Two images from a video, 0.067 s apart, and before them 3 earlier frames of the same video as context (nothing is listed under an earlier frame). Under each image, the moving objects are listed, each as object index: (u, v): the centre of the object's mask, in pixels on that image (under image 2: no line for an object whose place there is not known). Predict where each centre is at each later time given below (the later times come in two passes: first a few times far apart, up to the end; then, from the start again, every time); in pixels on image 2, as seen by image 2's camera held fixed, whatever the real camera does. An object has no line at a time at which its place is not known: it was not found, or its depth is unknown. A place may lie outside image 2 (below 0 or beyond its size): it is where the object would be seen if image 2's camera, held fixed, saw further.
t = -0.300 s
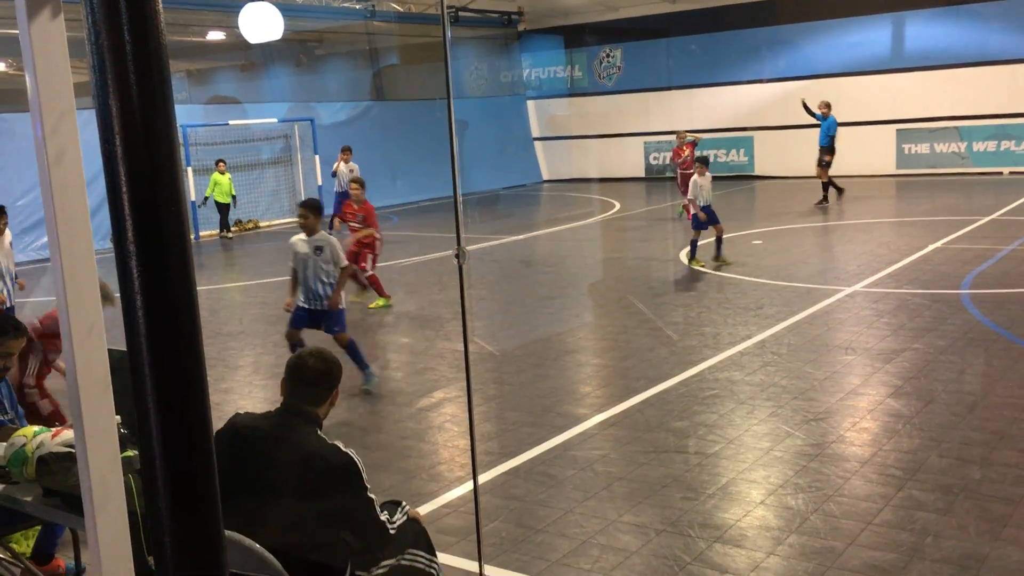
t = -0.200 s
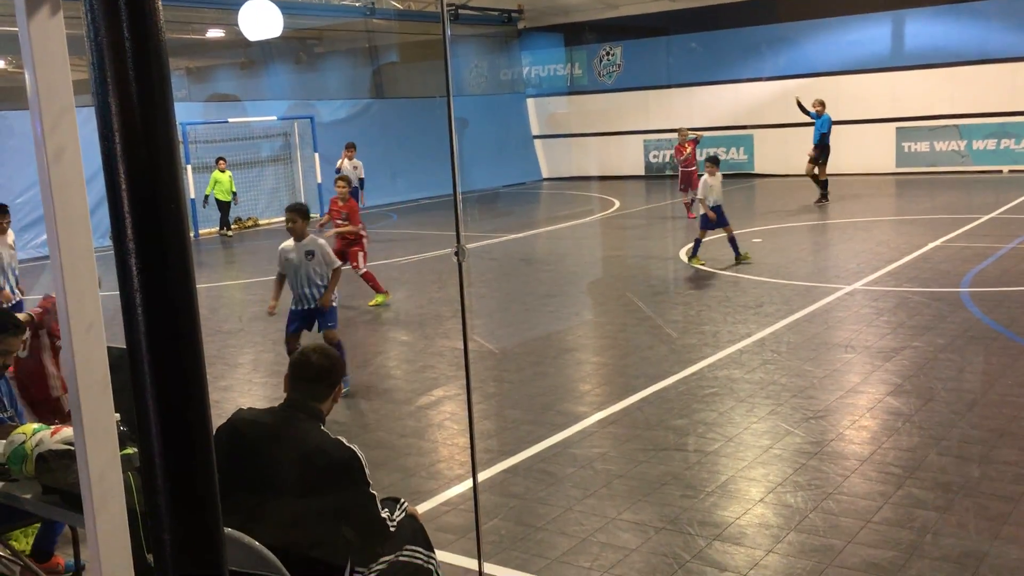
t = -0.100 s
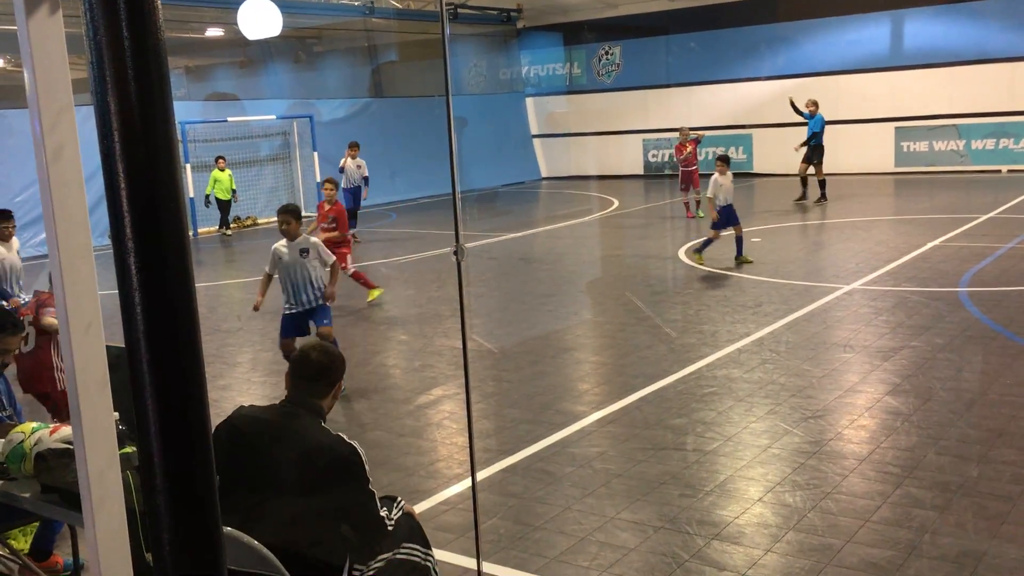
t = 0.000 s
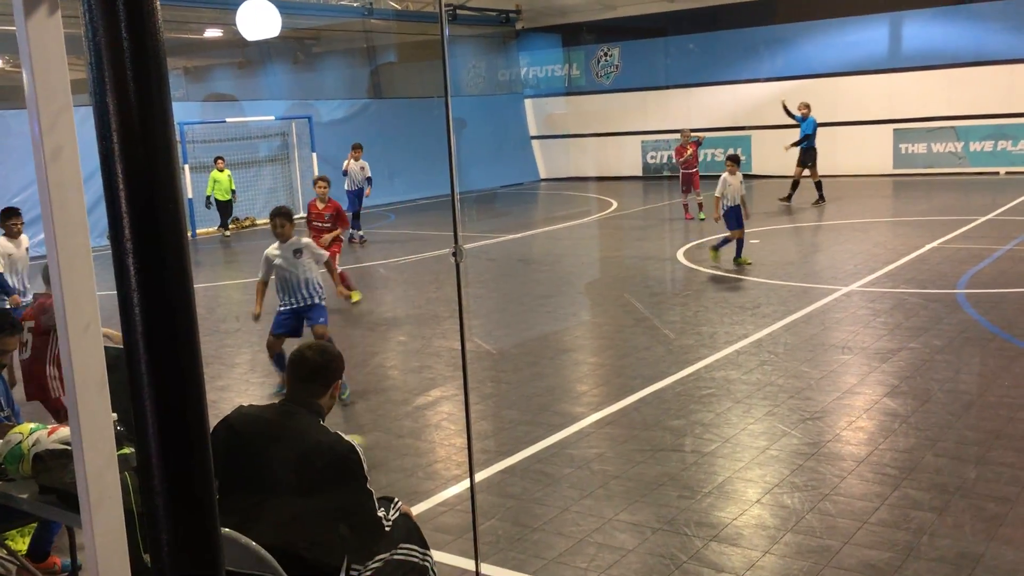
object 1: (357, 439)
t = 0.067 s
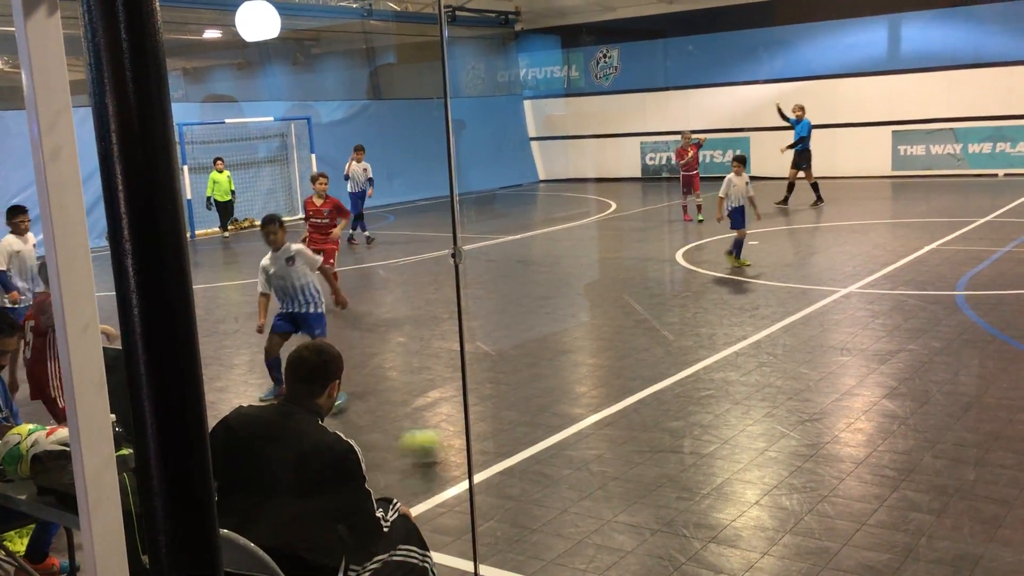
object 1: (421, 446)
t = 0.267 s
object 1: (649, 428)
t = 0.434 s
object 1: (805, 415)
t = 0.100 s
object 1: (470, 438)
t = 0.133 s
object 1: (504, 439)
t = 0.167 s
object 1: (538, 433)
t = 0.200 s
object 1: (578, 436)
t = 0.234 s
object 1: (617, 430)
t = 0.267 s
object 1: (649, 428)
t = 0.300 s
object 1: (681, 425)
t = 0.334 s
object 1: (714, 423)
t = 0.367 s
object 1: (747, 419)
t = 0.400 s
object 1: (777, 418)
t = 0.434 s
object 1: (805, 415)
